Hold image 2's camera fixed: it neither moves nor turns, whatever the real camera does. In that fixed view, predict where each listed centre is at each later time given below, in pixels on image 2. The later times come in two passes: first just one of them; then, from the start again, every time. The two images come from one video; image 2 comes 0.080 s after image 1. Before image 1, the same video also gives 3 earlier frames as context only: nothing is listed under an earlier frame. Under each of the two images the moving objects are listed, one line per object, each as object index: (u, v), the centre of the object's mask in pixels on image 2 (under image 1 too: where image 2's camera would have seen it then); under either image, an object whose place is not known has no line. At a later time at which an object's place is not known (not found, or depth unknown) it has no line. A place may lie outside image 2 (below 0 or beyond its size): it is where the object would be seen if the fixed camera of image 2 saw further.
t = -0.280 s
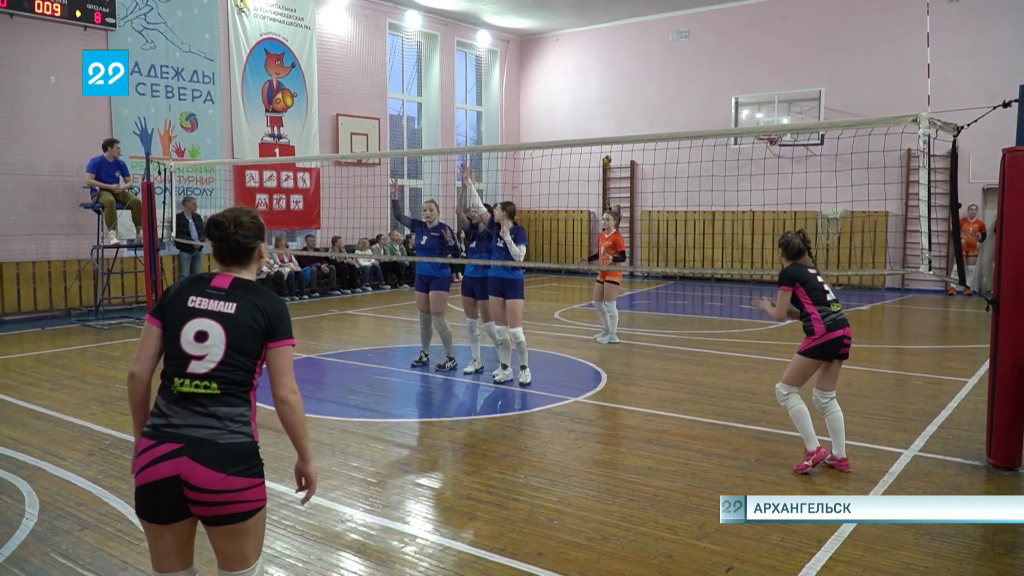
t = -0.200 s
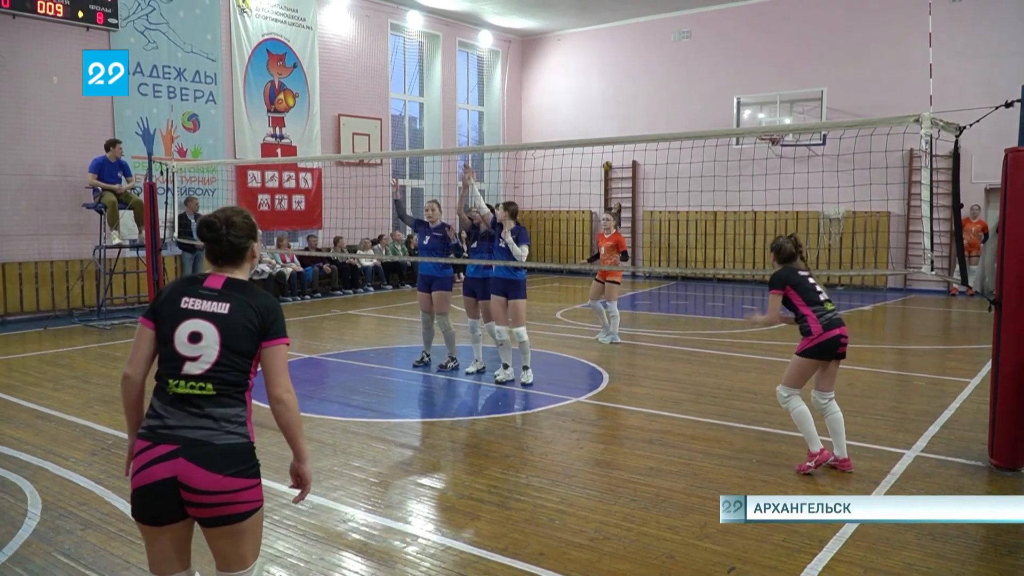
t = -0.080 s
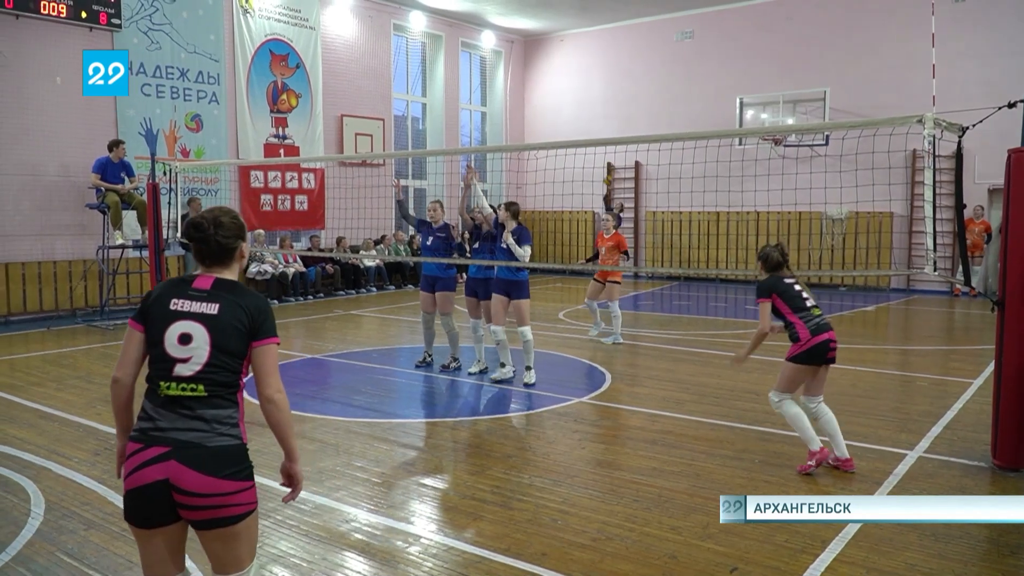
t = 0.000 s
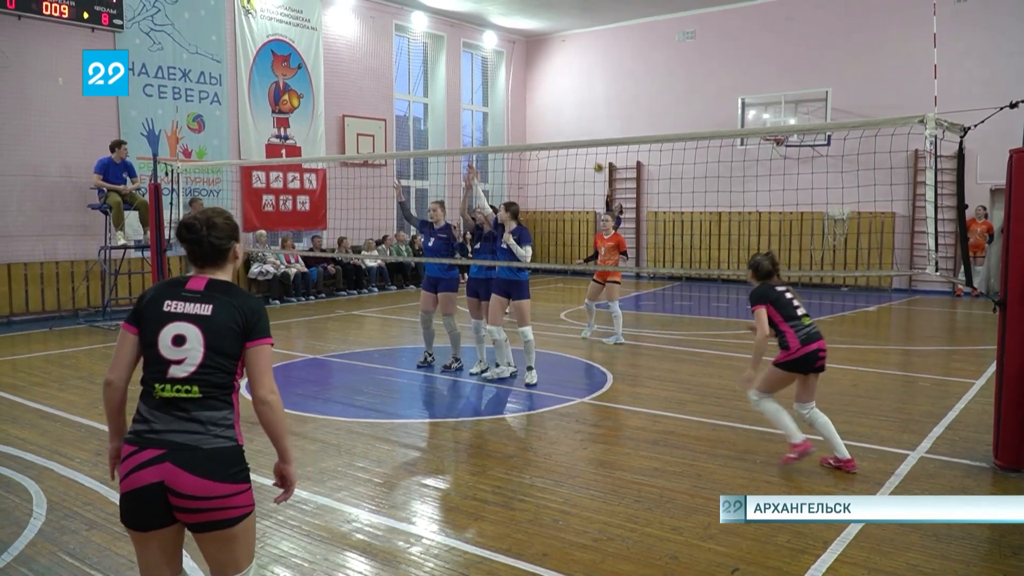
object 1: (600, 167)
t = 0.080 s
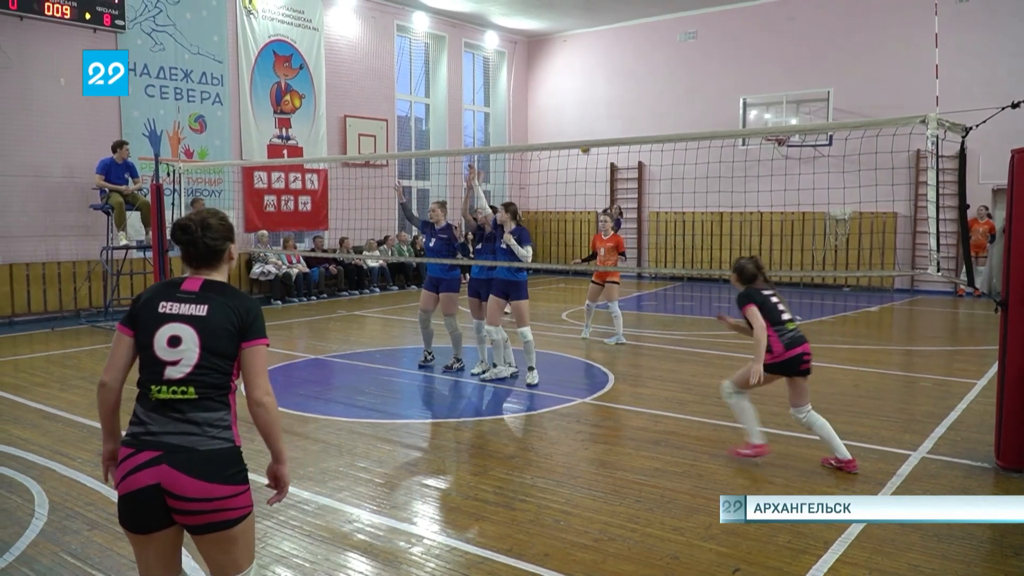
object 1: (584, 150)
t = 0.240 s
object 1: (552, 110)
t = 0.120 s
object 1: (577, 137)
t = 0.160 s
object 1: (569, 128)
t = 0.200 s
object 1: (561, 119)
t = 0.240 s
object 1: (552, 110)
